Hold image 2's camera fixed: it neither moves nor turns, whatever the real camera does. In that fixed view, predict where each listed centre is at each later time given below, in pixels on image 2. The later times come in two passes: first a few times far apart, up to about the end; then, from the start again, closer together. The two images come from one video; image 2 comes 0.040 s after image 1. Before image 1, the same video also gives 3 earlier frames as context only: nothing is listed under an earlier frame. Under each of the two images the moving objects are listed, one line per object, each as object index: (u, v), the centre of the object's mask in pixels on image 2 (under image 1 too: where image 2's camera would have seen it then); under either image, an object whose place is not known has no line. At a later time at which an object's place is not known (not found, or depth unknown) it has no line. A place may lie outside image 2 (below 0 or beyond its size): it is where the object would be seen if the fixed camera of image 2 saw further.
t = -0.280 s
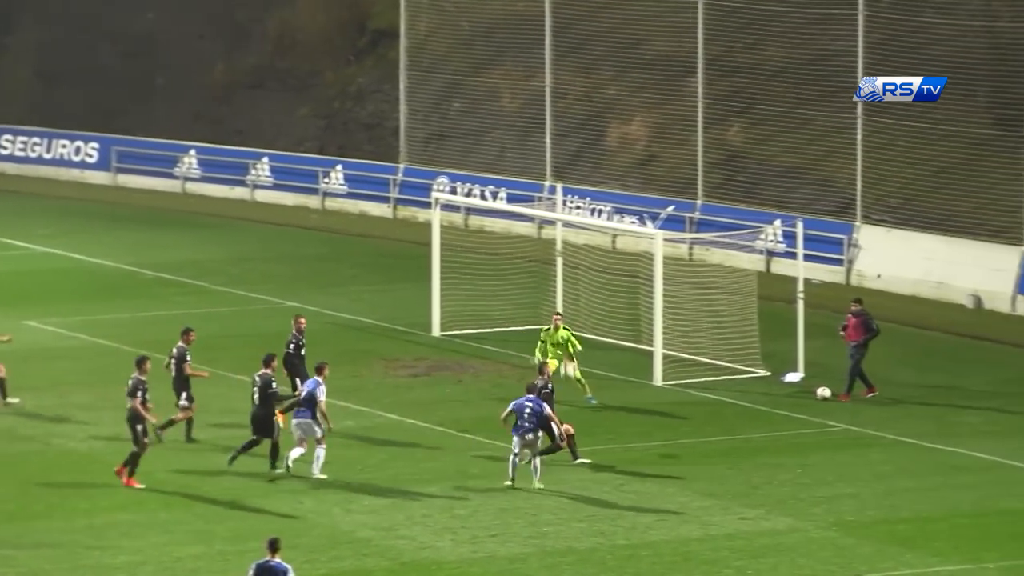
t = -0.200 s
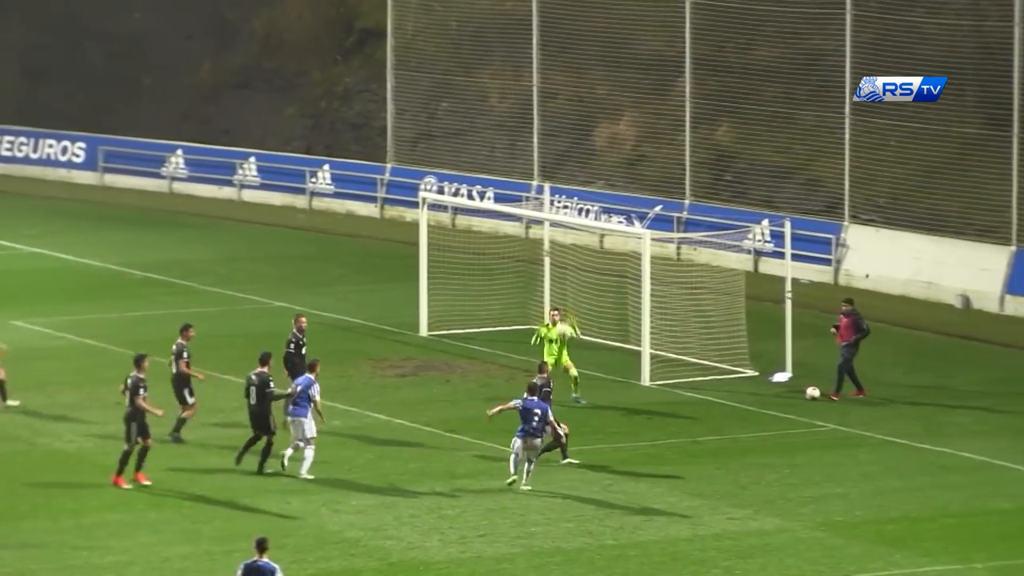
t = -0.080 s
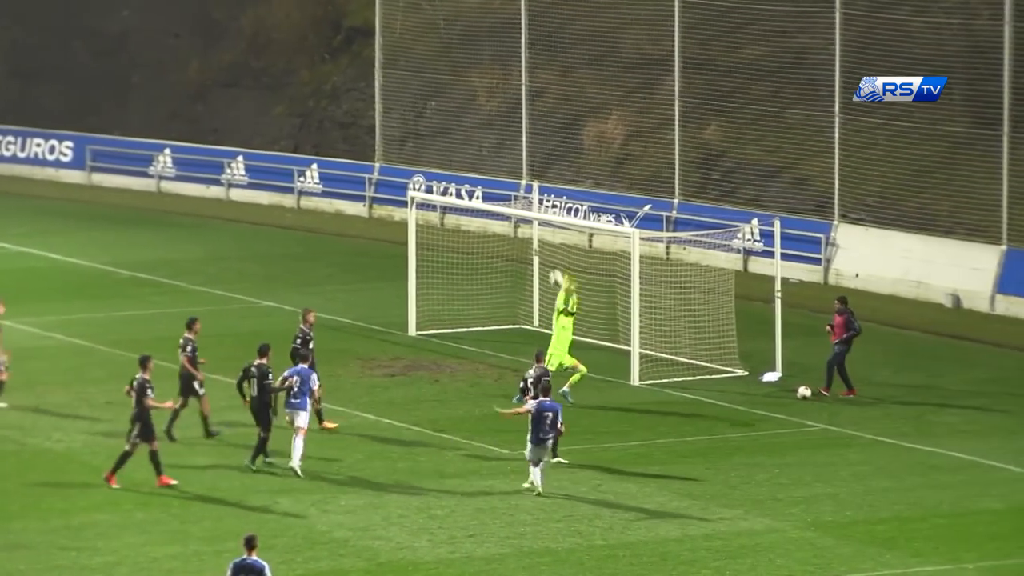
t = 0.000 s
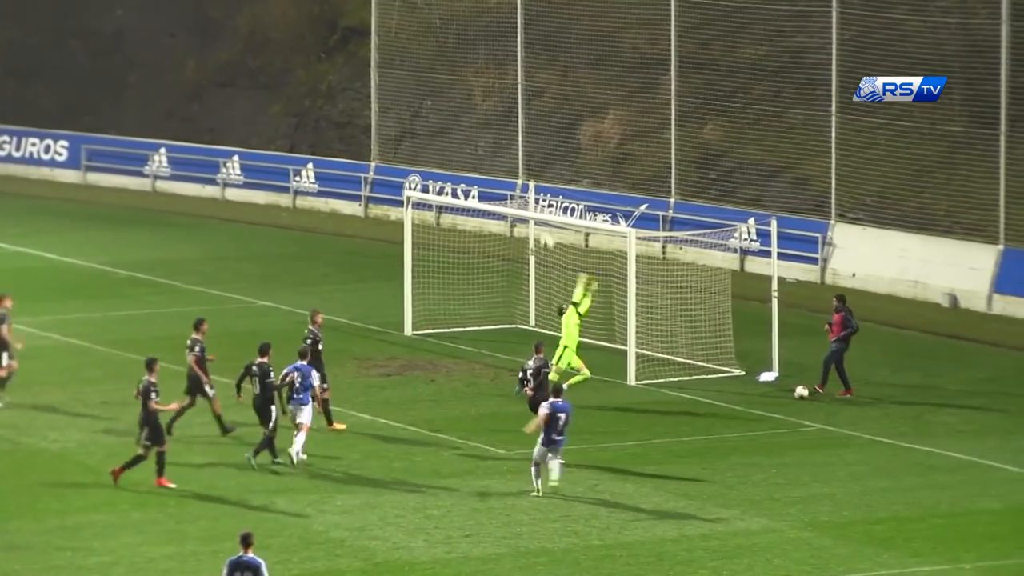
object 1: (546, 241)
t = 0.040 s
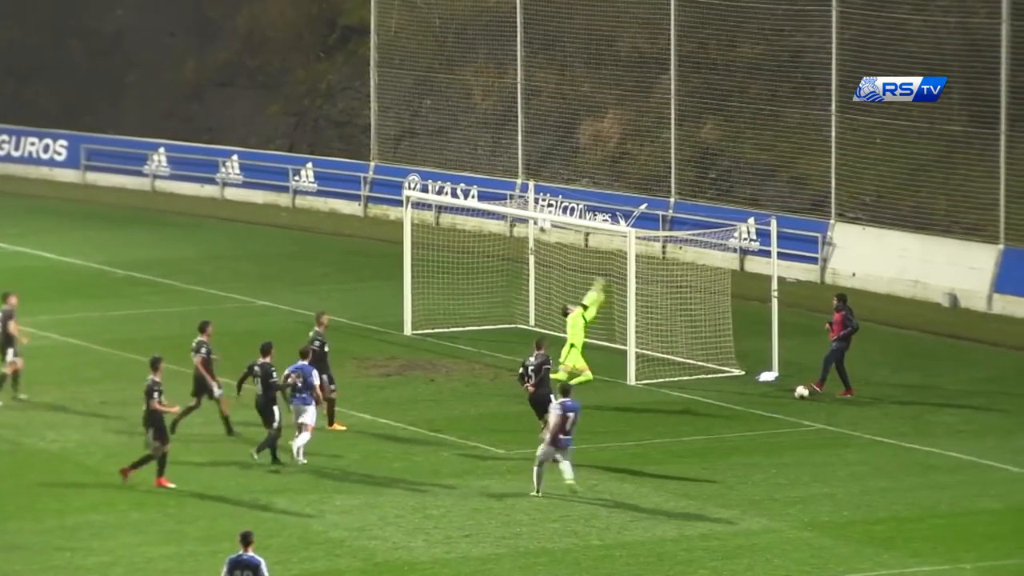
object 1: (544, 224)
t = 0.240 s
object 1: (530, 156)
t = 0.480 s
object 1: (513, 108)
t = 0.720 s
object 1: (496, 95)
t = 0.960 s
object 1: (480, 117)
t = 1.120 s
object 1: (469, 150)
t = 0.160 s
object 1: (536, 180)
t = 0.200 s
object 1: (533, 168)
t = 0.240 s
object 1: (530, 156)
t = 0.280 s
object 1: (528, 145)
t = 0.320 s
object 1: (524, 136)
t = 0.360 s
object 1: (521, 128)
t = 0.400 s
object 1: (519, 120)
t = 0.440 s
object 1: (516, 113)
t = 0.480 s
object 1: (513, 108)
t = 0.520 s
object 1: (511, 103)
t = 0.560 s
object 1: (508, 99)
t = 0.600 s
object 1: (505, 97)
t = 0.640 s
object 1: (502, 95)
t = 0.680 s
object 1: (499, 95)
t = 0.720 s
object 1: (496, 95)
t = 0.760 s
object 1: (493, 96)
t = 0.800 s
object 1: (491, 98)
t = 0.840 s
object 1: (488, 102)
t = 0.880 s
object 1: (486, 105)
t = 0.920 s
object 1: (483, 110)
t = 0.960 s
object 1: (480, 117)
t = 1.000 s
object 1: (477, 124)
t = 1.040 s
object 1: (474, 132)
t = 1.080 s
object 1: (471, 140)
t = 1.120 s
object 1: (469, 150)
